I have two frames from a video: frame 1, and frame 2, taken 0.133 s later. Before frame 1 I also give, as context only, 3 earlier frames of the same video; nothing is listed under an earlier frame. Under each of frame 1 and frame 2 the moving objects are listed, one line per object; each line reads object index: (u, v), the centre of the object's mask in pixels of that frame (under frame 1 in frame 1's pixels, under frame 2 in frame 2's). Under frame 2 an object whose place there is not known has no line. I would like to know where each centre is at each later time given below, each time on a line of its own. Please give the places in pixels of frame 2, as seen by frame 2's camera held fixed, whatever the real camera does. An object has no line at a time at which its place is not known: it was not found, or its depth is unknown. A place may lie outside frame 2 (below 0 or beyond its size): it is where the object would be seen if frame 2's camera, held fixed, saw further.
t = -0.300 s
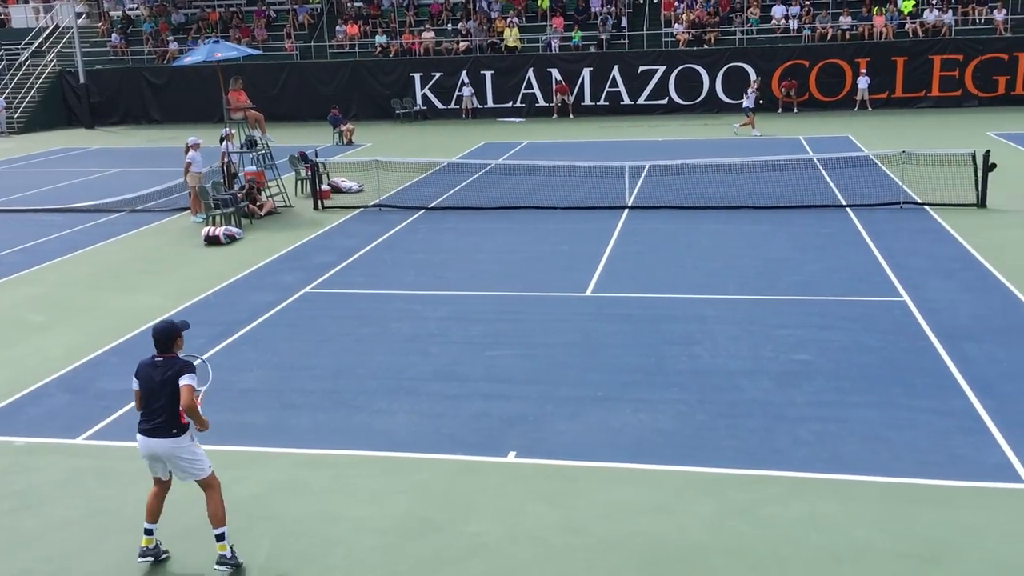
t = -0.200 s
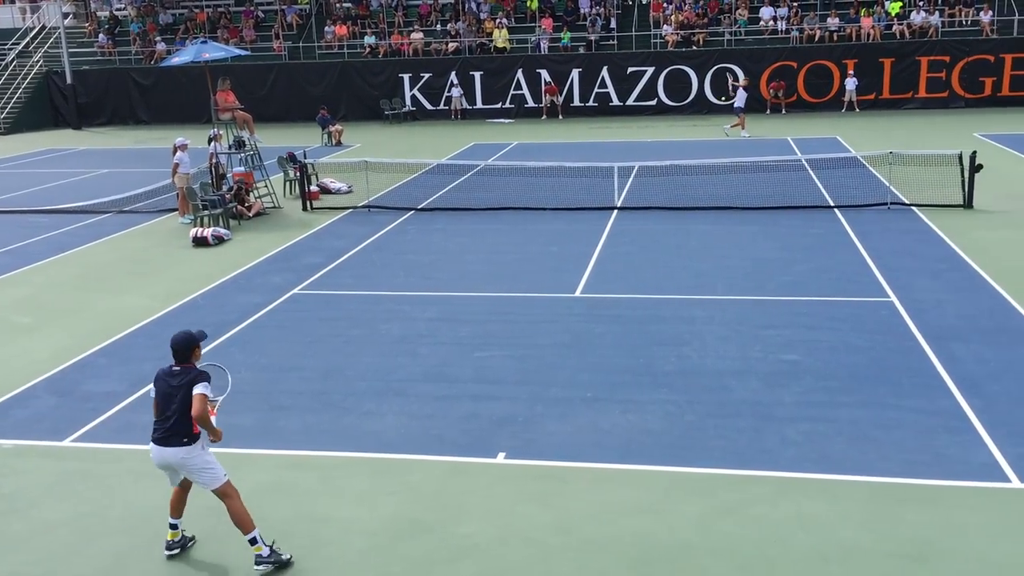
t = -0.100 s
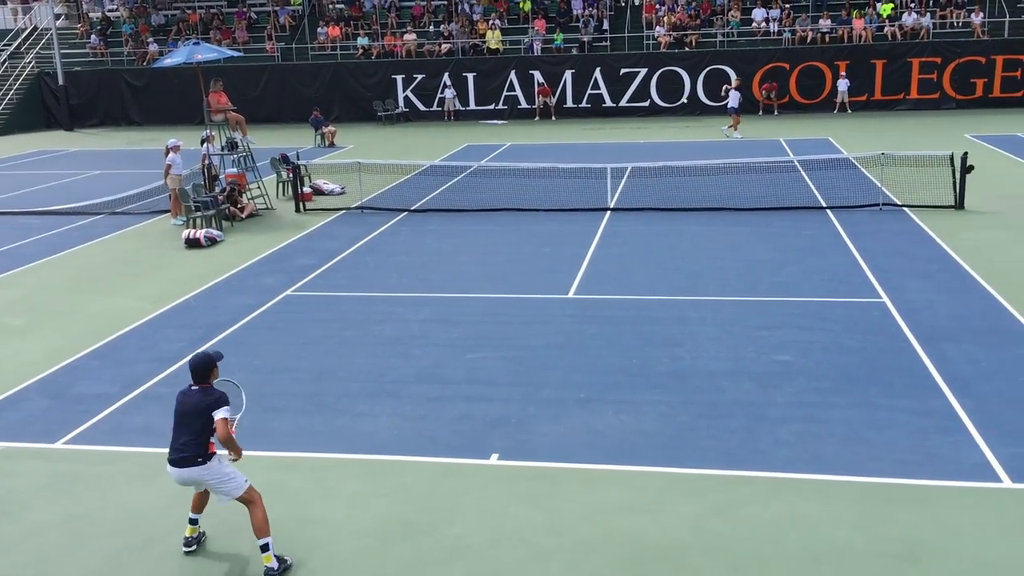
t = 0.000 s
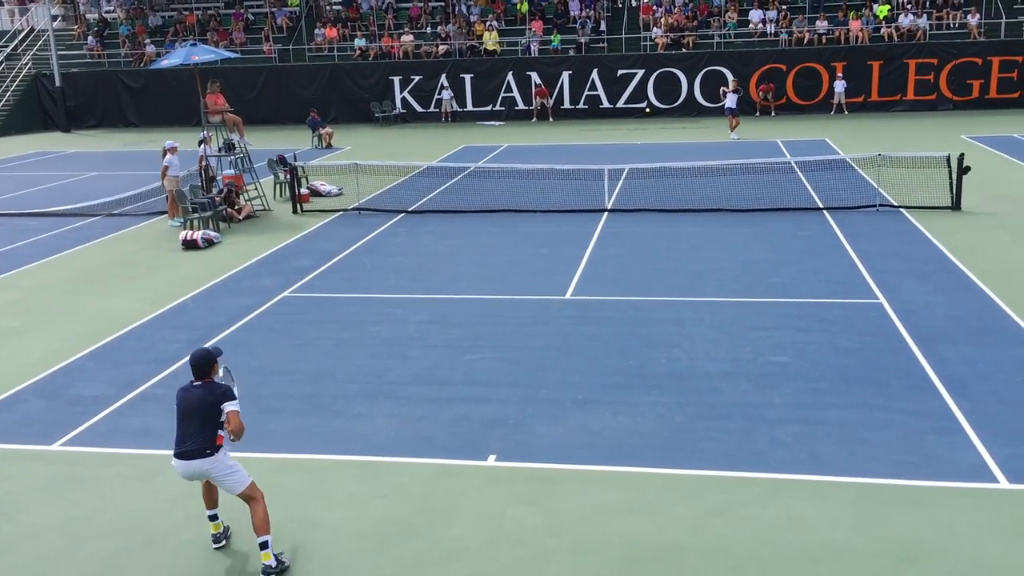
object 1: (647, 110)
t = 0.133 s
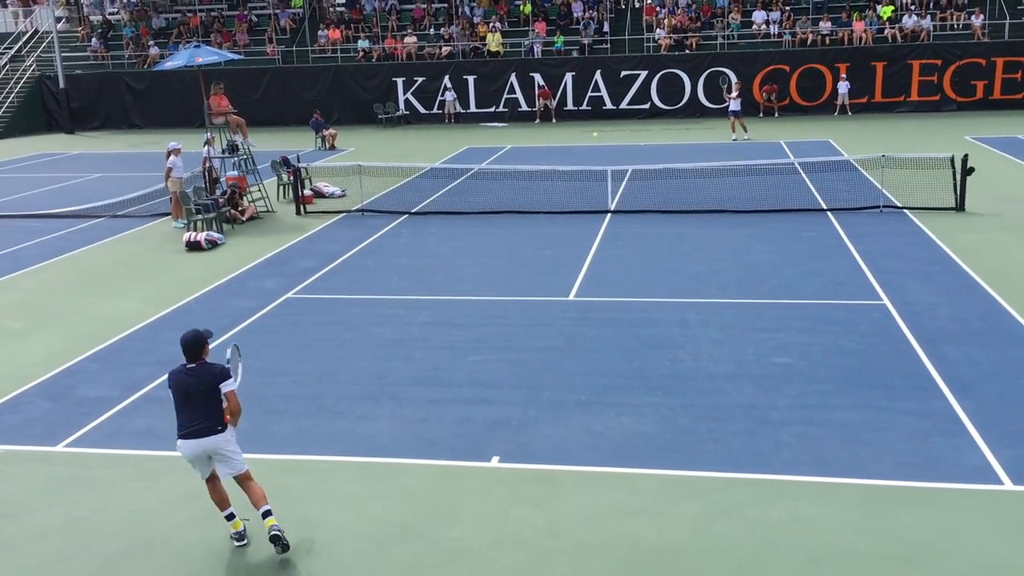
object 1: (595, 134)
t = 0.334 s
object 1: (484, 210)
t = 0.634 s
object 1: (245, 361)
